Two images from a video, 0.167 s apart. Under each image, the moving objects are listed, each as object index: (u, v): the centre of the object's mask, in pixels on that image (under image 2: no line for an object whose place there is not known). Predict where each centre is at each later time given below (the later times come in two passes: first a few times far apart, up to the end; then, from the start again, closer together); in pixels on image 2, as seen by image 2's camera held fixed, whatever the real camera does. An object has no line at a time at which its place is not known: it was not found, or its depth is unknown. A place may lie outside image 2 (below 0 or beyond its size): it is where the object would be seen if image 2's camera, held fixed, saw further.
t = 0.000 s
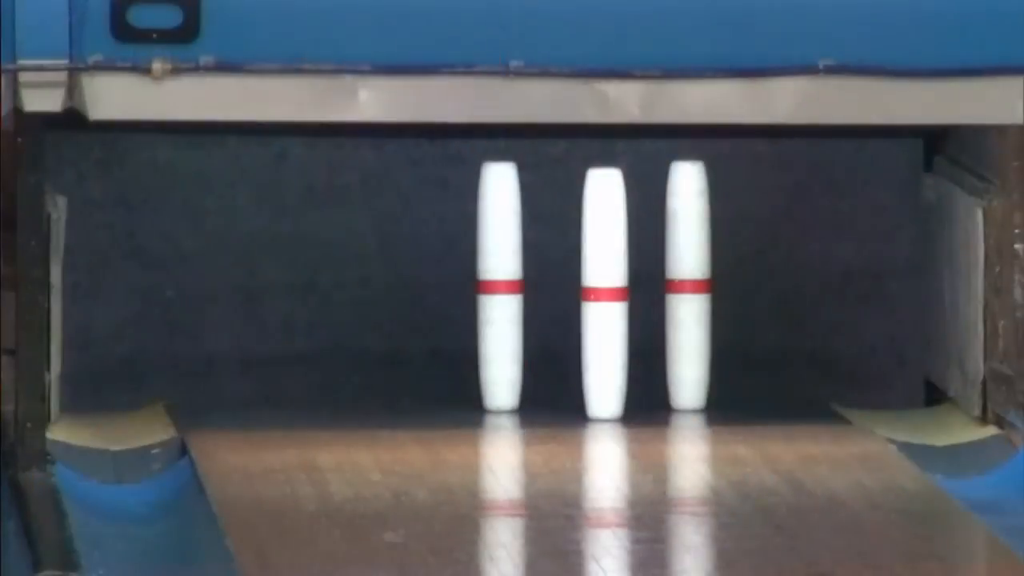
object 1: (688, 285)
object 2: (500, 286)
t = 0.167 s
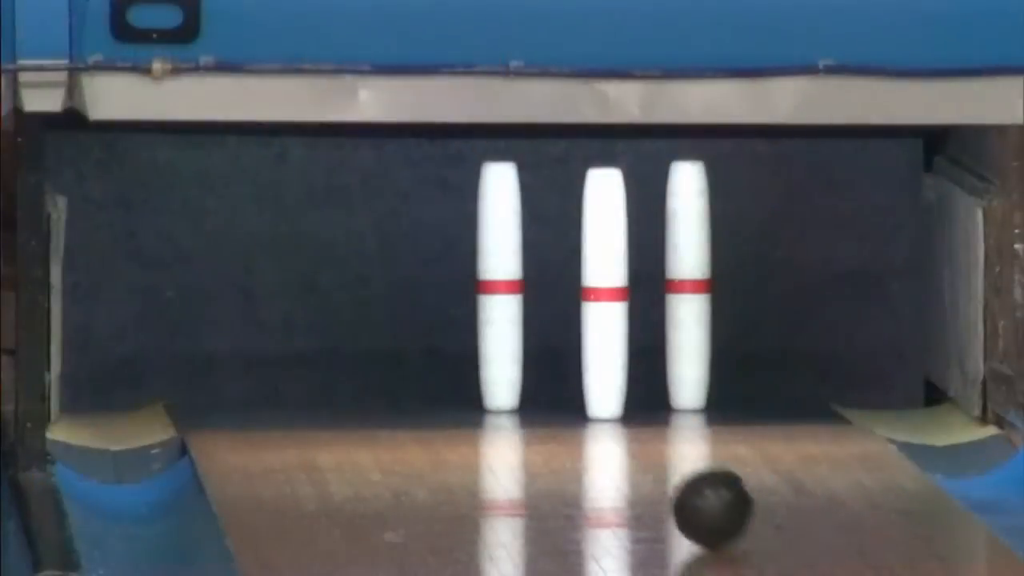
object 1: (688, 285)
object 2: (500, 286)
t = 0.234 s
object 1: (688, 285)
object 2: (500, 287)
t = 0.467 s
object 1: (692, 285)
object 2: (493, 291)
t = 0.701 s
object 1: (732, 285)
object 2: (255, 269)
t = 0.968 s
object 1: (806, 359)
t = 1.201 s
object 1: (835, 342)
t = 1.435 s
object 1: (818, 371)
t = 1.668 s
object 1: (815, 385)
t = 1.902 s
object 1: (823, 386)
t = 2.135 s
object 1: (823, 386)
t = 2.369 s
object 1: (826, 386)
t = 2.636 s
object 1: (831, 385)
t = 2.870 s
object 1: (839, 385)
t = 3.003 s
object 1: (845, 385)
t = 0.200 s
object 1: (688, 285)
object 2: (500, 286)
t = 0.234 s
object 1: (688, 285)
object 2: (500, 287)
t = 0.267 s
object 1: (688, 285)
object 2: (500, 286)
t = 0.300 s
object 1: (688, 285)
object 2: (500, 286)
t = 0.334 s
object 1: (688, 285)
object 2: (500, 286)
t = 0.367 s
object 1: (688, 285)
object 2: (500, 286)
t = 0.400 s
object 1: (688, 285)
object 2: (500, 286)
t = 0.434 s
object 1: (688, 285)
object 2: (500, 286)
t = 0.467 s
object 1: (692, 285)
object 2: (493, 291)
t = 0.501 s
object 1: (699, 285)
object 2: (459, 281)
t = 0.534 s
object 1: (706, 285)
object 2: (435, 283)
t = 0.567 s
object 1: (711, 285)
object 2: (394, 292)
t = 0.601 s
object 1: (715, 285)
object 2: (354, 272)
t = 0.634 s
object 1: (720, 284)
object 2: (326, 253)
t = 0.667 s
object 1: (726, 284)
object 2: (296, 263)
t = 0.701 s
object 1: (732, 285)
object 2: (255, 269)
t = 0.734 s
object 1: (738, 286)
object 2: (223, 267)
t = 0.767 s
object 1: (745, 288)
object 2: (200, 289)
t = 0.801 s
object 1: (754, 290)
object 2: (162, 320)
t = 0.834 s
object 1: (762, 295)
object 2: (128, 322)
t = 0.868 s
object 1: (772, 302)
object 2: (120, 358)
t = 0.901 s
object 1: (783, 315)
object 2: (122, 393)
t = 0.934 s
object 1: (795, 333)
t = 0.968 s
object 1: (806, 359)
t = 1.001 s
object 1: (809, 384)
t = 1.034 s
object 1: (812, 370)
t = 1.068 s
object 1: (821, 357)
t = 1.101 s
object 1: (830, 348)
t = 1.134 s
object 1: (838, 344)
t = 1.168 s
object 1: (837, 341)
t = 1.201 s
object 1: (835, 342)
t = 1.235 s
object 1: (832, 348)
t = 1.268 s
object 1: (827, 357)
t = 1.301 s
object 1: (823, 372)
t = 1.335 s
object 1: (827, 385)
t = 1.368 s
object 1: (825, 378)
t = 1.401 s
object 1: (821, 372)
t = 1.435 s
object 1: (818, 371)
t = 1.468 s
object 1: (817, 375)
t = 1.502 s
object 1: (816, 383)
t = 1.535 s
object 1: (813, 384)
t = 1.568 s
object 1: (813, 381)
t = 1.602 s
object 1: (814, 379)
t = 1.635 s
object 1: (814, 382)
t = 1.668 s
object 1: (815, 385)
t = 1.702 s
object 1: (818, 385)
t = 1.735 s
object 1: (817, 383)
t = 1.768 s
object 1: (818, 385)
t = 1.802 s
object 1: (818, 386)
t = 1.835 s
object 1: (819, 385)
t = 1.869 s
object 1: (822, 385)
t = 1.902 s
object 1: (823, 386)
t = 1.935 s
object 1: (824, 387)
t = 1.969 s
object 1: (824, 386)
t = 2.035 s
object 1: (824, 386)
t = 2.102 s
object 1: (824, 386)
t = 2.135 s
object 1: (823, 386)
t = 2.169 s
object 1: (824, 386)
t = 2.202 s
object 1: (824, 386)
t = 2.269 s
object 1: (824, 386)
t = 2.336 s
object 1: (825, 386)
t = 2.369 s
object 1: (826, 386)
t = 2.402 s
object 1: (827, 386)
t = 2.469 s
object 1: (827, 386)
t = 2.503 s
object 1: (828, 386)
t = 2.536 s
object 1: (828, 386)
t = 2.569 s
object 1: (830, 385)
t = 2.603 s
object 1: (830, 385)
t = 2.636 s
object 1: (831, 385)
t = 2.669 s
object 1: (832, 385)
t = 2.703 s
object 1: (833, 385)
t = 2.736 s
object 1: (834, 385)
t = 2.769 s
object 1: (835, 385)
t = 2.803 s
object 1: (836, 385)
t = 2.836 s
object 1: (837, 385)
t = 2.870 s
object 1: (839, 385)
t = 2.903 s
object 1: (840, 385)
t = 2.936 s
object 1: (842, 385)
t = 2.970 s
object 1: (843, 385)
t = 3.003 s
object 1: (845, 385)
